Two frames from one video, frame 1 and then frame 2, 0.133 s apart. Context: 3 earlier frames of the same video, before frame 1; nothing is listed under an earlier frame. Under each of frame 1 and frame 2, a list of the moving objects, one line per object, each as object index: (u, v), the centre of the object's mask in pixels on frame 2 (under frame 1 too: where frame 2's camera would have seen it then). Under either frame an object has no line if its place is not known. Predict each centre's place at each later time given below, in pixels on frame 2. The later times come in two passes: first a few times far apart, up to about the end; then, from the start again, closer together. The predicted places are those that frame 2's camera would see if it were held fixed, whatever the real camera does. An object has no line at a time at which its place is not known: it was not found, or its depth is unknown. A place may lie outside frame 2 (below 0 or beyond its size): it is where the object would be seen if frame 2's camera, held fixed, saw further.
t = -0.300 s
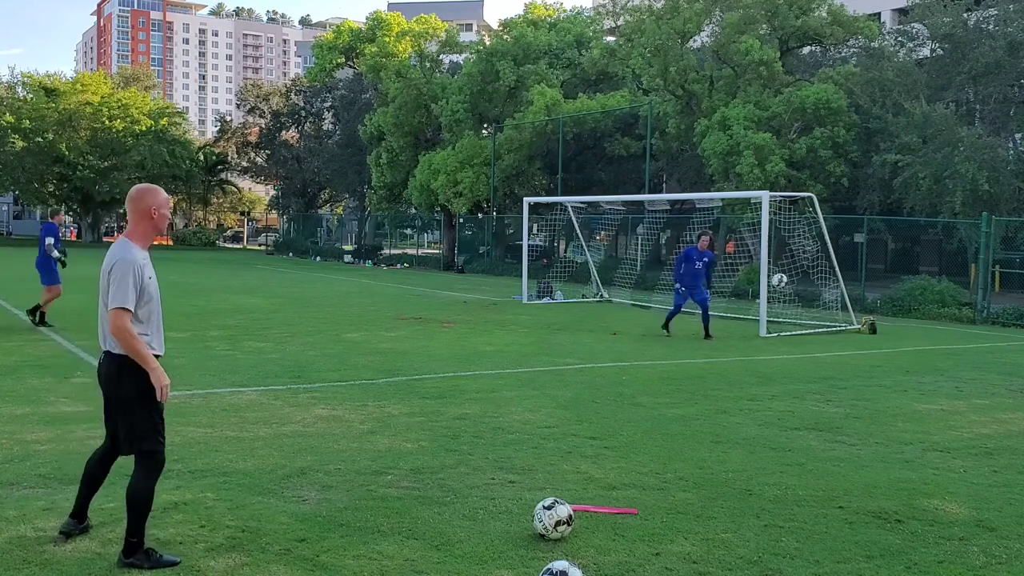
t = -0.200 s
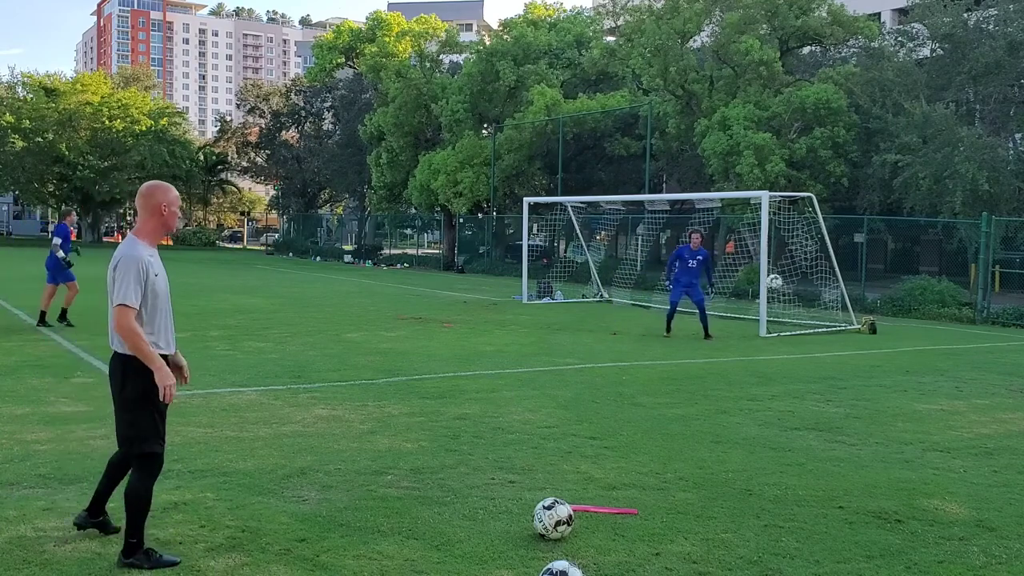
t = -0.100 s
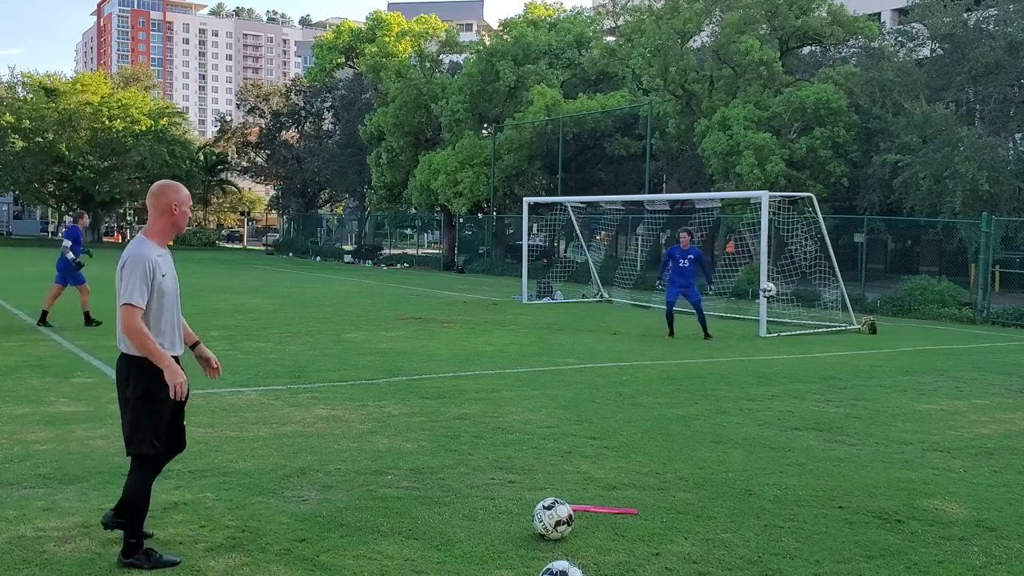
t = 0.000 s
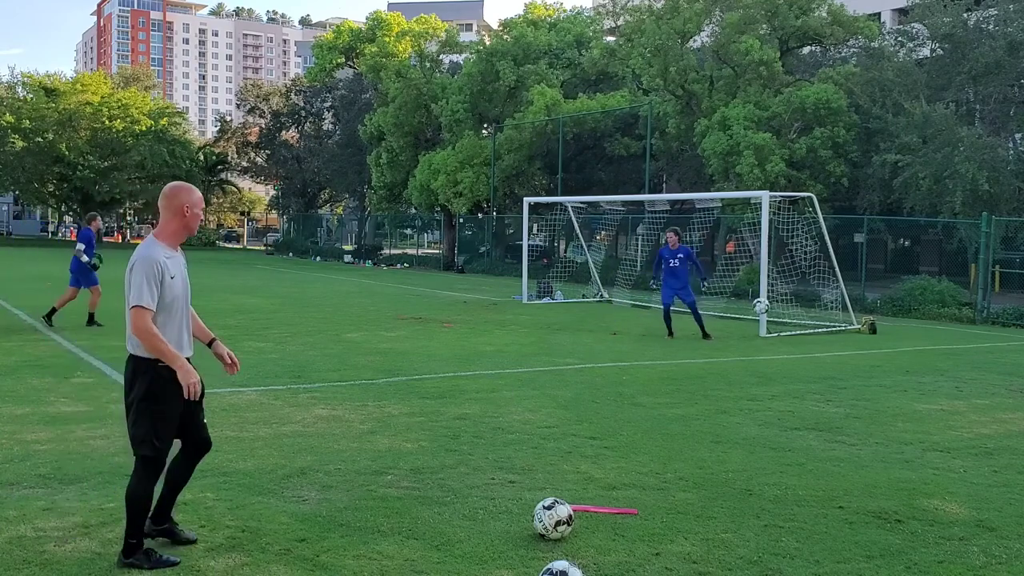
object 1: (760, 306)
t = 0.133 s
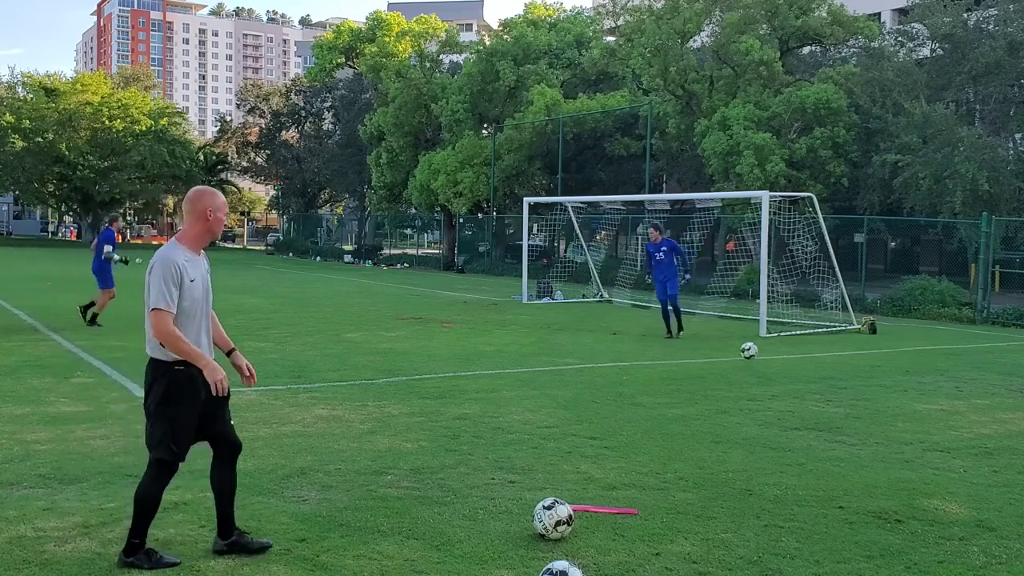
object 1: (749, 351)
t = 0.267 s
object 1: (743, 353)
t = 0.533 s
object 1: (726, 346)
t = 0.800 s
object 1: (707, 379)
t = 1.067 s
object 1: (683, 391)
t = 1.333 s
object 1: (656, 410)
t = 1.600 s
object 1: (629, 422)
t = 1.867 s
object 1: (601, 442)
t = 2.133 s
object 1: (571, 463)
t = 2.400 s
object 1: (535, 488)
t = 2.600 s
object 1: (504, 509)
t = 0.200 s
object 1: (746, 362)
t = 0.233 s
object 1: (745, 357)
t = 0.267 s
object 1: (743, 353)
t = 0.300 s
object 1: (741, 349)
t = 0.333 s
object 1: (739, 346)
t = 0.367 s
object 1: (737, 344)
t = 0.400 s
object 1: (735, 342)
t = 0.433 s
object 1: (733, 341)
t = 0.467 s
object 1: (731, 342)
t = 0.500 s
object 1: (729, 343)
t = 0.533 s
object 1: (726, 346)
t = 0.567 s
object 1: (724, 348)
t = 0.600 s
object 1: (722, 353)
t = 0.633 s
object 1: (719, 358)
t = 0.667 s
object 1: (717, 364)
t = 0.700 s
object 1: (714, 371)
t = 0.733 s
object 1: (712, 380)
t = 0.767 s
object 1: (710, 382)
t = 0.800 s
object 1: (707, 379)
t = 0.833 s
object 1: (704, 377)
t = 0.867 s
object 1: (701, 376)
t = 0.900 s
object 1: (699, 376)
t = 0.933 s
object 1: (695, 377)
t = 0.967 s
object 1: (692, 379)
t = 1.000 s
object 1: (689, 382)
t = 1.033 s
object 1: (686, 386)
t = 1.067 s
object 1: (683, 391)
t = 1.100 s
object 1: (679, 398)
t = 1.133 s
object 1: (676, 398)
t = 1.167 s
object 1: (673, 397)
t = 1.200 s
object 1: (670, 397)
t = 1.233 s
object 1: (667, 399)
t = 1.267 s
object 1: (664, 401)
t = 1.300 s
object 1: (660, 405)
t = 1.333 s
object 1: (656, 410)
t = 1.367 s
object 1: (653, 410)
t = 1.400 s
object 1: (650, 409)
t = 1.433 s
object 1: (646, 410)
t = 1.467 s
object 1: (643, 413)
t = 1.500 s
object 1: (639, 416)
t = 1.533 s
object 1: (636, 421)
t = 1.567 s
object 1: (633, 421)
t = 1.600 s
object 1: (629, 422)
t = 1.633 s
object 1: (626, 424)
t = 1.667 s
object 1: (623, 428)
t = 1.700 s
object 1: (619, 431)
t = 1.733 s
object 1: (616, 432)
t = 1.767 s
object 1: (612, 433)
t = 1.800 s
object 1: (609, 436)
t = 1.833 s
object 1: (605, 440)
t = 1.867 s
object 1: (601, 442)
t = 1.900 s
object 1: (598, 445)
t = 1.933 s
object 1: (594, 448)
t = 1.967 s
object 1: (590, 450)
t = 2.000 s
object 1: (586, 452)
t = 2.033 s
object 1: (583, 455)
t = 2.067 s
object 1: (579, 458)
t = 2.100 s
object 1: (575, 462)
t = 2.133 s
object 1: (571, 463)
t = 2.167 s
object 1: (567, 467)
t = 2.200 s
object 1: (563, 471)
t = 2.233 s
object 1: (559, 474)
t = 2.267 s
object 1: (554, 477)
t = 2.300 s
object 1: (550, 479)
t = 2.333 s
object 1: (545, 482)
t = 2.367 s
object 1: (541, 484)
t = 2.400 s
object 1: (535, 488)
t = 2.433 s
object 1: (530, 492)
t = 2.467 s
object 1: (525, 495)
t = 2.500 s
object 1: (520, 499)
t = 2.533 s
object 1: (515, 503)
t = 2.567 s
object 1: (510, 506)
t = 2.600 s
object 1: (504, 509)
